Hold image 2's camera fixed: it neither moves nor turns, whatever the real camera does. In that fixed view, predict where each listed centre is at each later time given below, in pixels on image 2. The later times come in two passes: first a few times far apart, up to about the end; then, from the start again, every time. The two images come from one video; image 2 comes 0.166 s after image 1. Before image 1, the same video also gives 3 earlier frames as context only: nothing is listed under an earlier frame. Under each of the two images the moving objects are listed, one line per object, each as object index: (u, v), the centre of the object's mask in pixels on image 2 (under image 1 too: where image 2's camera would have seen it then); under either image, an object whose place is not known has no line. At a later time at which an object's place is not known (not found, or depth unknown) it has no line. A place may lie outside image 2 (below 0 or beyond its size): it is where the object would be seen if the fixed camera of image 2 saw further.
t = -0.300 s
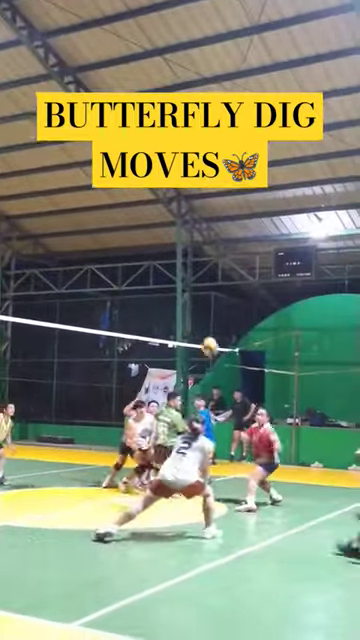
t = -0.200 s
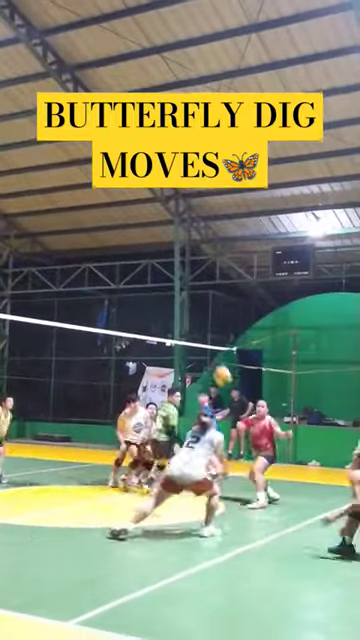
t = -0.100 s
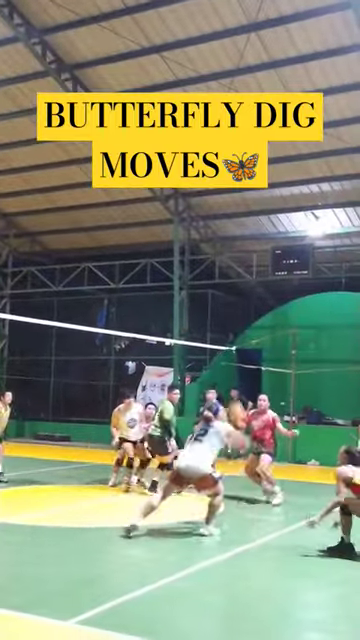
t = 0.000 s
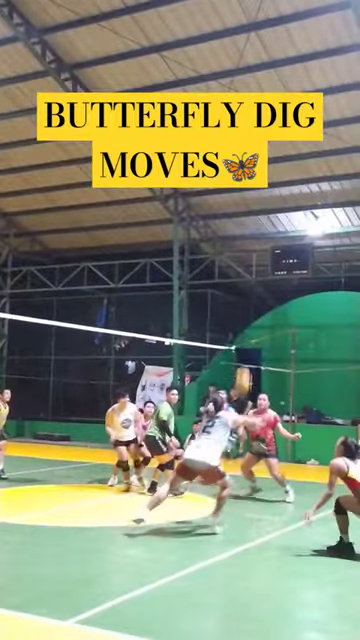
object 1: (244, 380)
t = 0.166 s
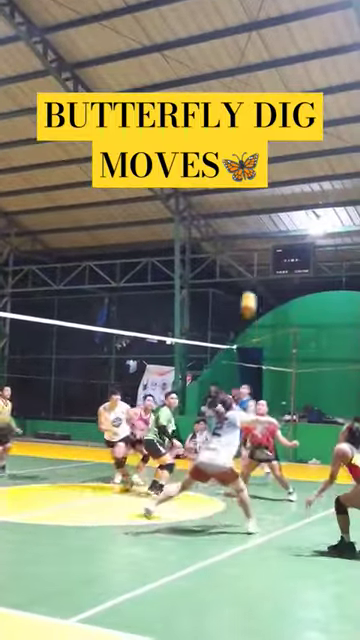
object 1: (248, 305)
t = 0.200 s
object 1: (249, 292)
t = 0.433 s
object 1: (254, 233)
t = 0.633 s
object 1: (257, 219)
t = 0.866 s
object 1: (260, 233)
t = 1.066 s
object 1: (261, 279)
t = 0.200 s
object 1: (249, 292)
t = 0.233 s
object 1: (249, 281)
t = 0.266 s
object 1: (250, 270)
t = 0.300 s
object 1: (251, 261)
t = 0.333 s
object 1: (251, 252)
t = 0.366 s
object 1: (252, 246)
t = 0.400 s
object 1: (253, 239)
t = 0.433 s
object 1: (254, 233)
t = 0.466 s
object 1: (256, 228)
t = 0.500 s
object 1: (256, 223)
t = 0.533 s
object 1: (256, 222)
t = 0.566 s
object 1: (257, 221)
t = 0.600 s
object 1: (257, 219)
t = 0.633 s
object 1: (257, 219)
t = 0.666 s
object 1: (257, 219)
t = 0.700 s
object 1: (258, 219)
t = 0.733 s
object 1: (258, 220)
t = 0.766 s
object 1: (258, 222)
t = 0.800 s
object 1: (258, 224)
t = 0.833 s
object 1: (259, 228)
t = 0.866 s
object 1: (260, 233)
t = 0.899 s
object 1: (260, 240)
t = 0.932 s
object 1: (260, 246)
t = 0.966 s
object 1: (260, 251)
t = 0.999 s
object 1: (260, 262)
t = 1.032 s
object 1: (261, 269)
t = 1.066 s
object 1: (261, 279)
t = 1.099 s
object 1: (261, 289)
